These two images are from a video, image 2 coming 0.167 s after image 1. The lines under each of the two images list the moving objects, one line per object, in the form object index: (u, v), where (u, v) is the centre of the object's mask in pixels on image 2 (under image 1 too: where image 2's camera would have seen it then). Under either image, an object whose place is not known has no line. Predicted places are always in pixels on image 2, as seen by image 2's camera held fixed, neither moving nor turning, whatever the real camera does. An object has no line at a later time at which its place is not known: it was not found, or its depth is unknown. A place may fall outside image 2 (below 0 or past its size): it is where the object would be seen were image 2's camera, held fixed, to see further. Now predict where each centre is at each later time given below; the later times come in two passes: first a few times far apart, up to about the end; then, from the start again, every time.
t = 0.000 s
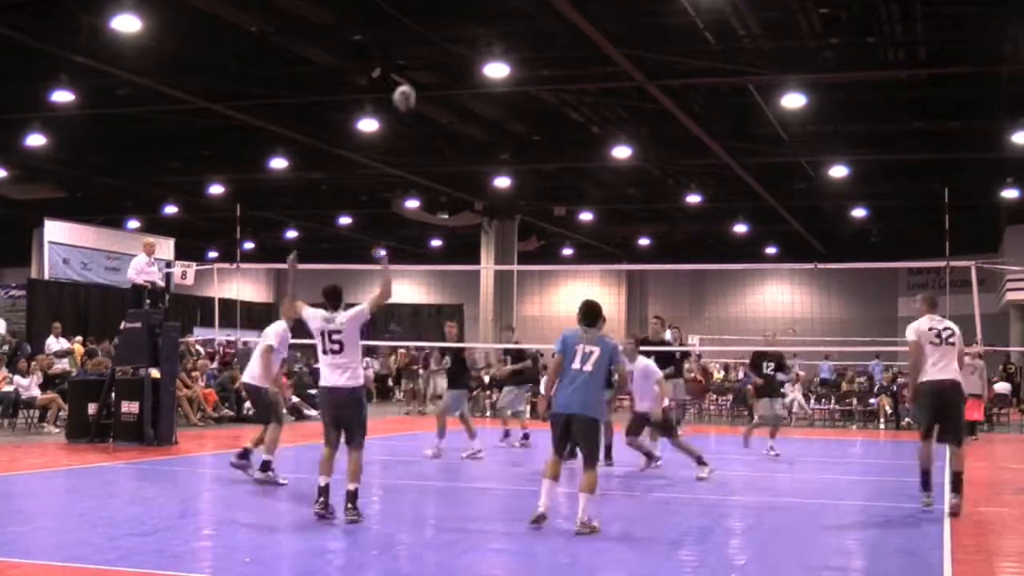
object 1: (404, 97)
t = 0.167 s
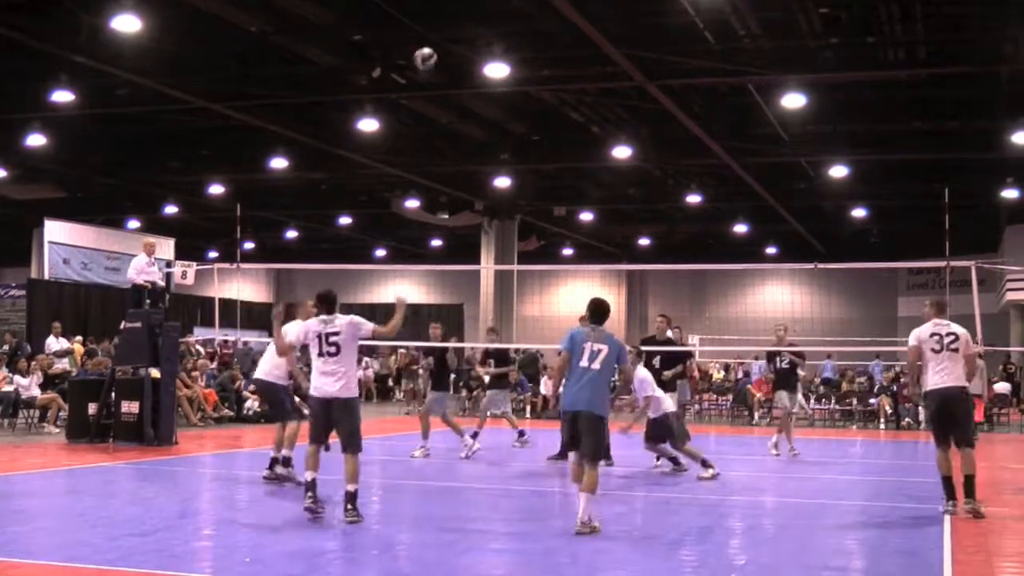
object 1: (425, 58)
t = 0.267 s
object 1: (435, 51)
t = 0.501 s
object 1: (456, 69)
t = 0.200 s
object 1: (428, 55)
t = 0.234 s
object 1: (431, 52)
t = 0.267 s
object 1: (435, 51)
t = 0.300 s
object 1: (438, 51)
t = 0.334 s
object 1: (441, 51)
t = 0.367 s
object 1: (444, 52)
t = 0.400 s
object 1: (448, 55)
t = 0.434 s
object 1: (450, 59)
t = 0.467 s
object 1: (453, 64)
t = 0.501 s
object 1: (456, 69)
